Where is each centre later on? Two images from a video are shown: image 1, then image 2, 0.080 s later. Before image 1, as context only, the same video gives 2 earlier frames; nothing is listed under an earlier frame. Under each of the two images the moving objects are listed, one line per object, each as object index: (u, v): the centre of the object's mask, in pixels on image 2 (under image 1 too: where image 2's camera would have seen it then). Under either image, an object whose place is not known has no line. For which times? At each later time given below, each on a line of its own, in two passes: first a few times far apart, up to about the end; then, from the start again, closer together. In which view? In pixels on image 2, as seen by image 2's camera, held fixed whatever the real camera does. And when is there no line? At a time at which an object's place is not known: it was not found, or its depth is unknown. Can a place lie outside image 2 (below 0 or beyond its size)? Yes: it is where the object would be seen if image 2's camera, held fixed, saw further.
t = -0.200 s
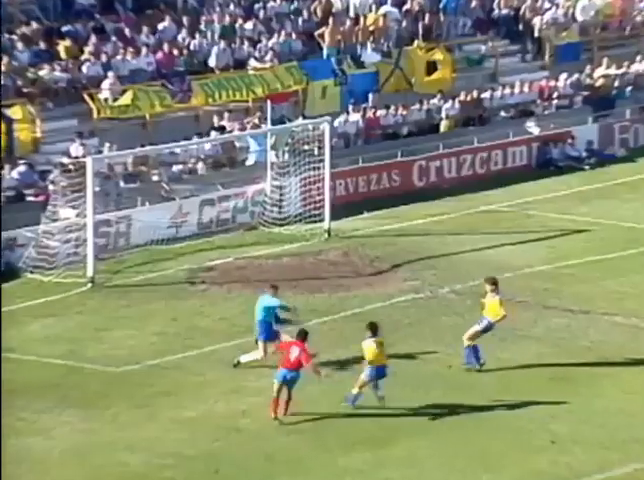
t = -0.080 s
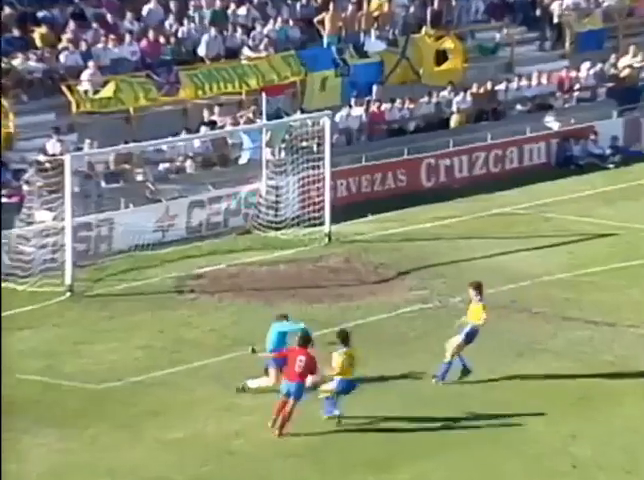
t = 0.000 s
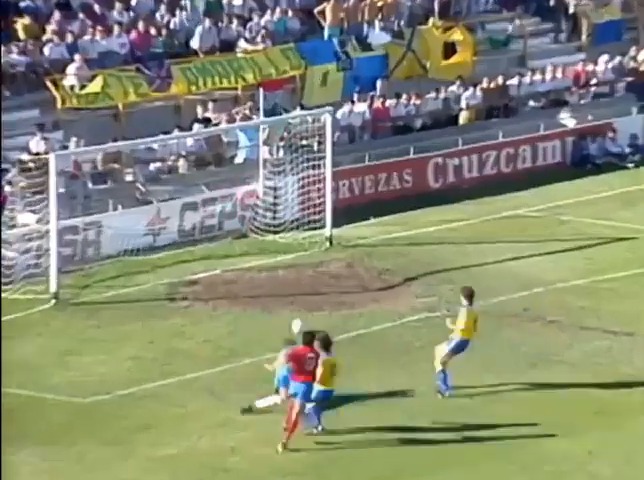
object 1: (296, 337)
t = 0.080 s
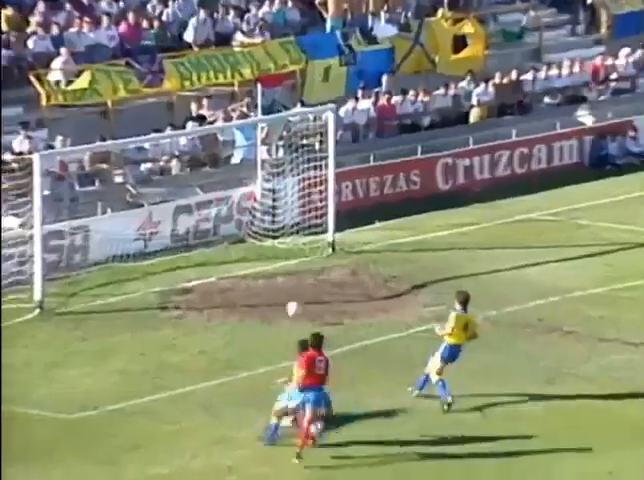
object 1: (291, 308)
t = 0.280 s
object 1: (277, 268)
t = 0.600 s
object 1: (247, 229)
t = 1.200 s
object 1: (288, 245)
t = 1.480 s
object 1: (287, 248)
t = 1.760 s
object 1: (287, 250)
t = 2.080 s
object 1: (285, 252)
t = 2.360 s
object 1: (286, 252)
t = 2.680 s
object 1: (286, 252)
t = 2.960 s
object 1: (286, 252)
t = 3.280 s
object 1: (286, 252)
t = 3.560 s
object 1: (286, 252)
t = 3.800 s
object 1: (286, 252)
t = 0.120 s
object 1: (288, 296)
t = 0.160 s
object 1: (286, 286)
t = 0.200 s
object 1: (282, 278)
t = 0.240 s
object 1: (280, 272)
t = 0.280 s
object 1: (277, 268)
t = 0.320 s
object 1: (274, 264)
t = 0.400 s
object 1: (268, 262)
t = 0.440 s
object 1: (264, 256)
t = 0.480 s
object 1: (260, 247)
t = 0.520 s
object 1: (256, 240)
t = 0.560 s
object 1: (251, 234)
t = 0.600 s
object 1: (247, 229)
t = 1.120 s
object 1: (285, 236)
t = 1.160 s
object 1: (286, 241)
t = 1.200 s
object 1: (288, 245)
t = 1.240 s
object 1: (288, 245)
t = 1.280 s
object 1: (288, 244)
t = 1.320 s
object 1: (288, 244)
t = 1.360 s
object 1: (287, 244)
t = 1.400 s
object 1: (287, 246)
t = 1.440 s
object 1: (286, 249)
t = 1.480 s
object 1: (287, 248)
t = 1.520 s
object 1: (287, 248)
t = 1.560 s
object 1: (287, 248)
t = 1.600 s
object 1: (287, 249)
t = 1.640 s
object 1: (287, 249)
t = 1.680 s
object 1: (287, 249)
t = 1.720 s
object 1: (287, 250)
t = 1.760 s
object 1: (287, 250)
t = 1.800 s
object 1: (288, 250)
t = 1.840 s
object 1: (287, 251)
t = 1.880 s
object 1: (287, 251)
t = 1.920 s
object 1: (287, 251)
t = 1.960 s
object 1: (285, 251)
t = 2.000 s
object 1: (285, 251)
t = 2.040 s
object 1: (285, 252)
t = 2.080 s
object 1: (285, 252)
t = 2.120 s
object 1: (286, 252)
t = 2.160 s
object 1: (286, 252)
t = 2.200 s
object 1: (286, 252)
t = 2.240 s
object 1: (286, 252)
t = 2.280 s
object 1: (286, 252)
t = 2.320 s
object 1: (286, 252)
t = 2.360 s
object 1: (286, 252)
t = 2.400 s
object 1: (286, 252)
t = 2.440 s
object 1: (286, 252)
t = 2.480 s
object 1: (286, 252)
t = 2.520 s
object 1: (286, 252)
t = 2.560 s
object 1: (286, 252)
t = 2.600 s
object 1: (286, 252)
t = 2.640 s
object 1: (286, 252)
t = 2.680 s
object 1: (286, 252)
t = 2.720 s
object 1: (286, 252)
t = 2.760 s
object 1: (286, 252)
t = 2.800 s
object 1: (286, 252)
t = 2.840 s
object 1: (286, 252)
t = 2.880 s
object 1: (286, 252)
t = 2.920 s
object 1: (286, 252)
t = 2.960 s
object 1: (286, 252)
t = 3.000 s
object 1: (286, 252)
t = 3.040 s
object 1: (286, 252)
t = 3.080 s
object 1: (286, 252)
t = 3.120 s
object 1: (286, 252)
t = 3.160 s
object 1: (286, 252)
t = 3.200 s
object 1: (286, 252)
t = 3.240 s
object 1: (286, 252)
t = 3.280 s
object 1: (286, 252)
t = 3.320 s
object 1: (286, 252)
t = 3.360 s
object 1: (286, 252)
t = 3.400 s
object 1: (286, 252)
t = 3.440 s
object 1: (286, 252)
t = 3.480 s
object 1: (286, 252)
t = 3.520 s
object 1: (286, 252)
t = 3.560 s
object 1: (286, 252)
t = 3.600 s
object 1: (286, 252)
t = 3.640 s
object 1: (286, 252)
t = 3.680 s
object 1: (286, 252)
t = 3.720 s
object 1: (286, 252)
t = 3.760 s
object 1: (286, 252)
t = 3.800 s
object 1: (286, 252)
